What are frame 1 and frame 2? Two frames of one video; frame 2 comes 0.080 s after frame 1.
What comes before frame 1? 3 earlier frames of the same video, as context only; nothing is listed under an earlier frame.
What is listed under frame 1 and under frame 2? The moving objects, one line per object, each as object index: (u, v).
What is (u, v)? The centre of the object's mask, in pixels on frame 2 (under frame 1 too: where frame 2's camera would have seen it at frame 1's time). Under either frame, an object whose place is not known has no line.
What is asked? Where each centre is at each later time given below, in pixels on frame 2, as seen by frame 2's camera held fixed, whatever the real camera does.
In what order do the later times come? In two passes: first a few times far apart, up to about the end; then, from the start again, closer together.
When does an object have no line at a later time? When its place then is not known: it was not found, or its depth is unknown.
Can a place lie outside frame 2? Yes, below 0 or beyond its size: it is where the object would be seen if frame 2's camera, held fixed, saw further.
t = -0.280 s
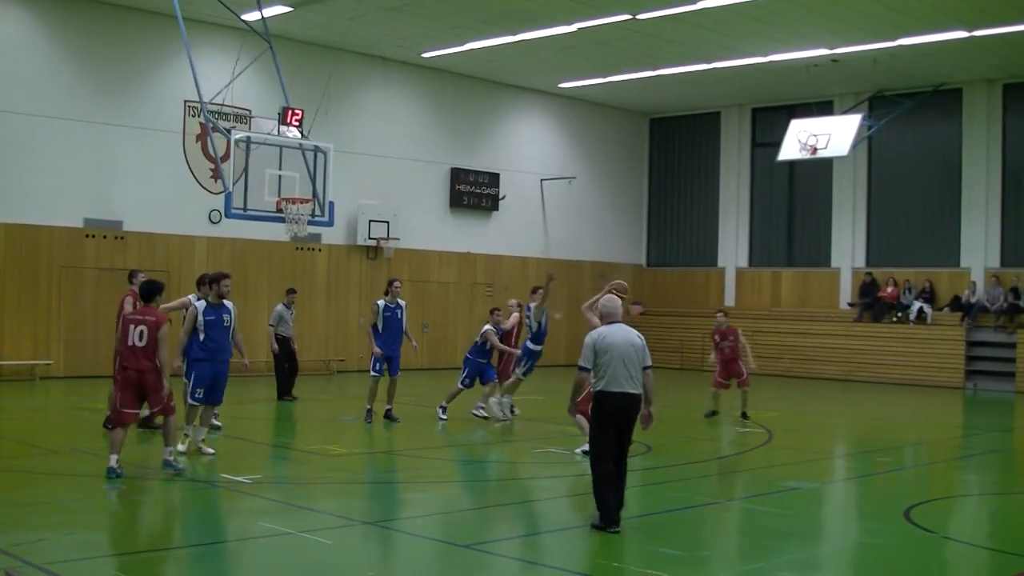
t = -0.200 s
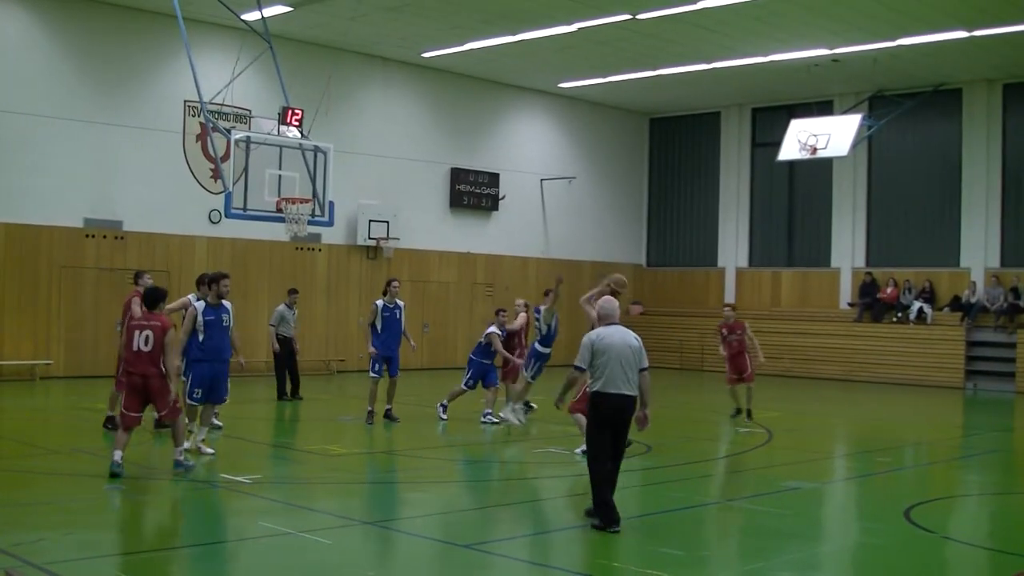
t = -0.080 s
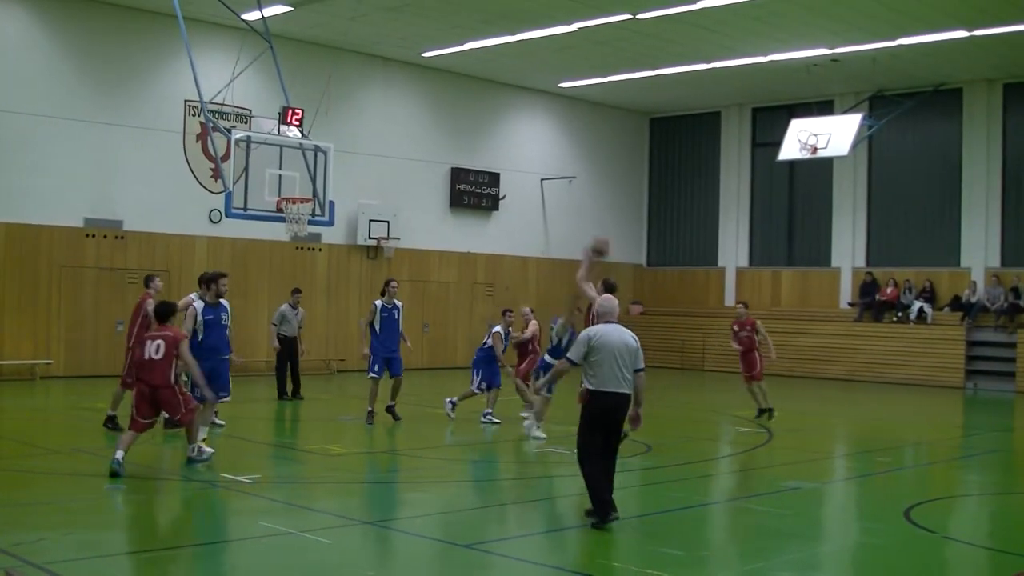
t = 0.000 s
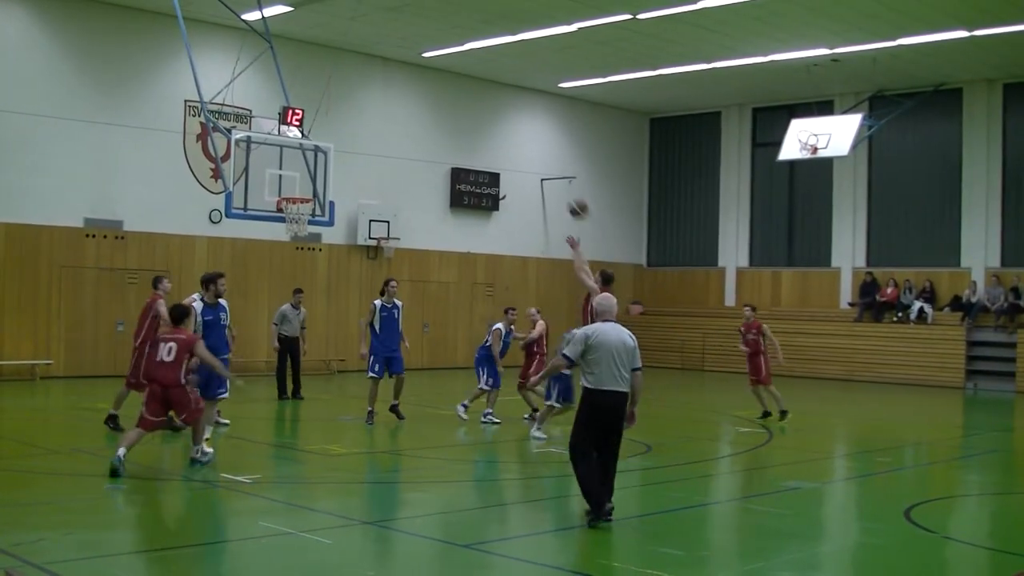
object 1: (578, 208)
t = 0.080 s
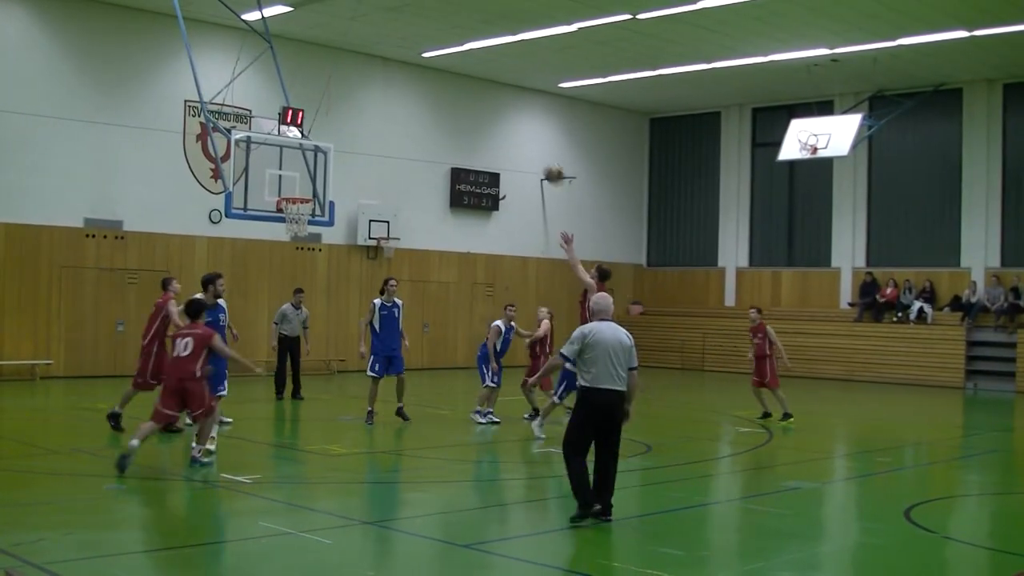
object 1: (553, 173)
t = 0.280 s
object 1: (498, 115)
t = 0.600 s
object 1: (416, 94)
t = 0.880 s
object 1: (352, 135)
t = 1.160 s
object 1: (323, 176)
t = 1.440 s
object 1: (364, 152)
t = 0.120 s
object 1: (541, 159)
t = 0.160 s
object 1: (530, 146)
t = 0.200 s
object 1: (520, 134)
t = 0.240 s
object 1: (508, 123)
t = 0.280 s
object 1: (498, 115)
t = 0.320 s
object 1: (488, 108)
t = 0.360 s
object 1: (477, 103)
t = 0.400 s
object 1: (466, 99)
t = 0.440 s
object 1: (455, 95)
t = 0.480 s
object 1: (447, 92)
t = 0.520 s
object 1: (436, 92)
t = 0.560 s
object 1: (426, 92)
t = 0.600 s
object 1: (416, 94)
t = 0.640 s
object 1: (407, 97)
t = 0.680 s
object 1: (398, 100)
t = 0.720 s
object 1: (388, 105)
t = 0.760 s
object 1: (379, 110)
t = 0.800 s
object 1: (370, 118)
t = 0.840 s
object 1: (361, 127)
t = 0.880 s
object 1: (352, 135)
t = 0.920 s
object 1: (343, 146)
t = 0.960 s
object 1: (336, 156)
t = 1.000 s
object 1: (327, 168)
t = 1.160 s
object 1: (323, 176)
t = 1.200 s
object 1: (330, 170)
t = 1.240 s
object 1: (336, 163)
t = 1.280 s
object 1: (342, 159)
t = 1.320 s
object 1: (347, 155)
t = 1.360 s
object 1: (352, 153)
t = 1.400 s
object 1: (358, 152)
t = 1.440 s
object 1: (364, 152)
